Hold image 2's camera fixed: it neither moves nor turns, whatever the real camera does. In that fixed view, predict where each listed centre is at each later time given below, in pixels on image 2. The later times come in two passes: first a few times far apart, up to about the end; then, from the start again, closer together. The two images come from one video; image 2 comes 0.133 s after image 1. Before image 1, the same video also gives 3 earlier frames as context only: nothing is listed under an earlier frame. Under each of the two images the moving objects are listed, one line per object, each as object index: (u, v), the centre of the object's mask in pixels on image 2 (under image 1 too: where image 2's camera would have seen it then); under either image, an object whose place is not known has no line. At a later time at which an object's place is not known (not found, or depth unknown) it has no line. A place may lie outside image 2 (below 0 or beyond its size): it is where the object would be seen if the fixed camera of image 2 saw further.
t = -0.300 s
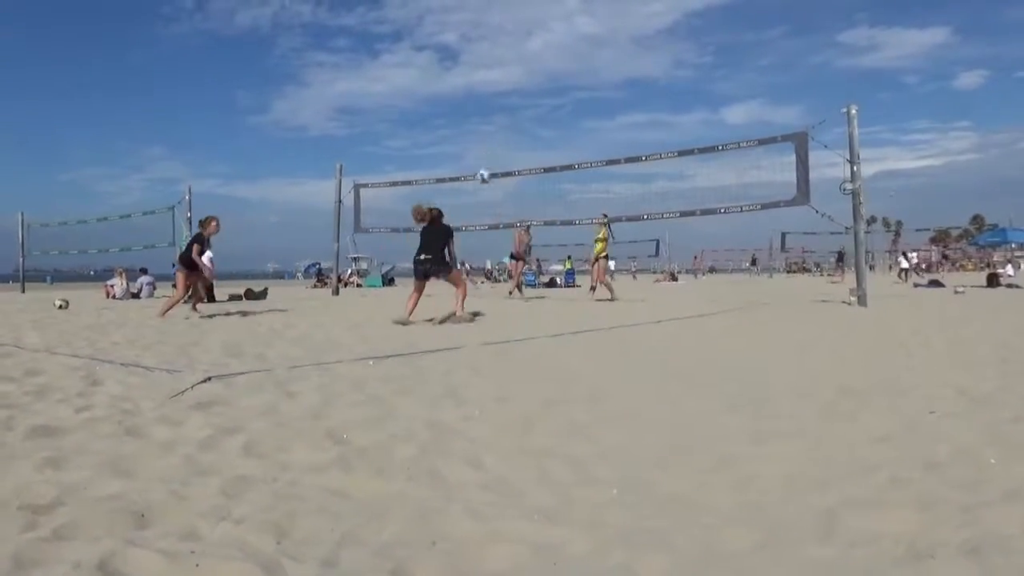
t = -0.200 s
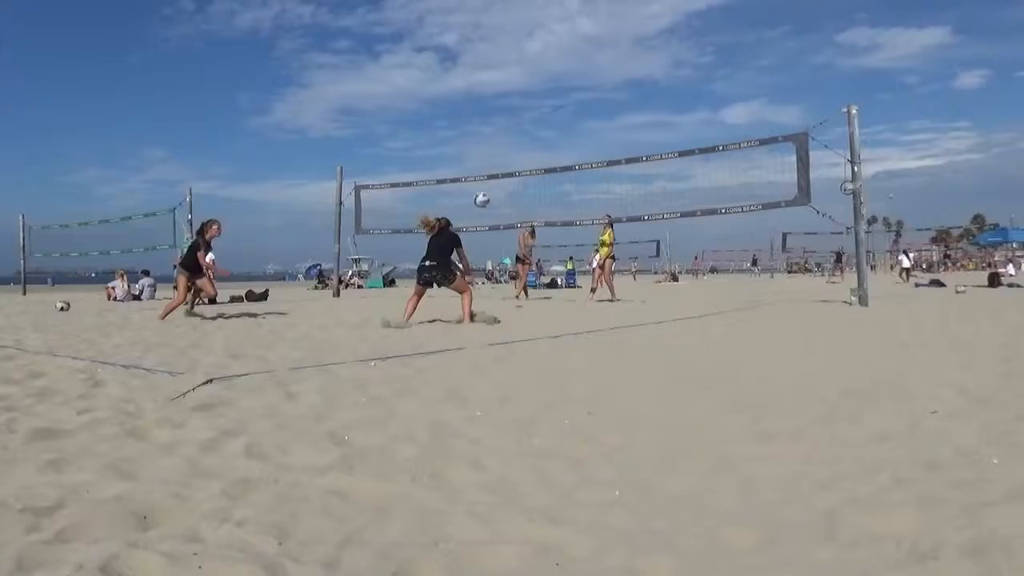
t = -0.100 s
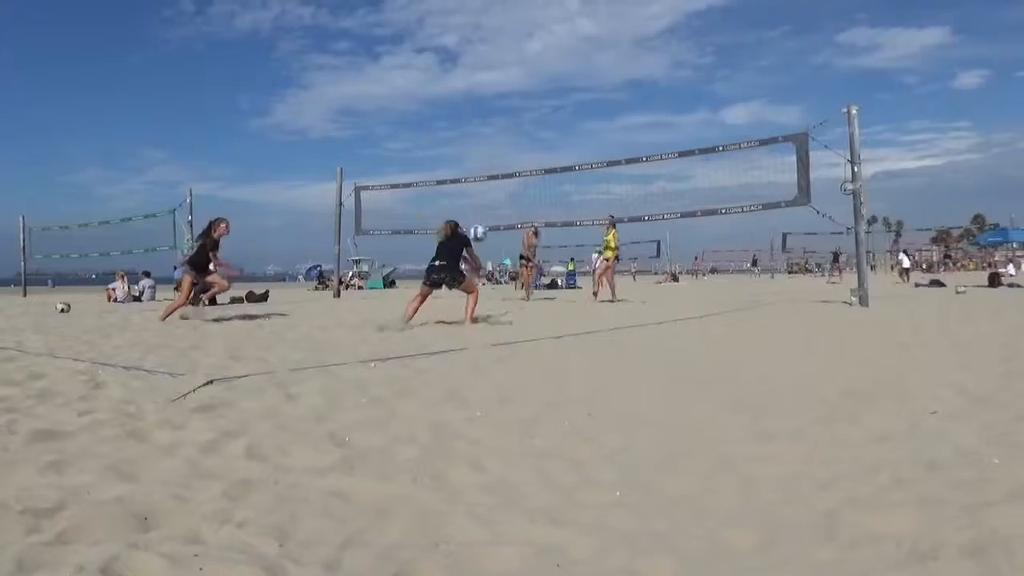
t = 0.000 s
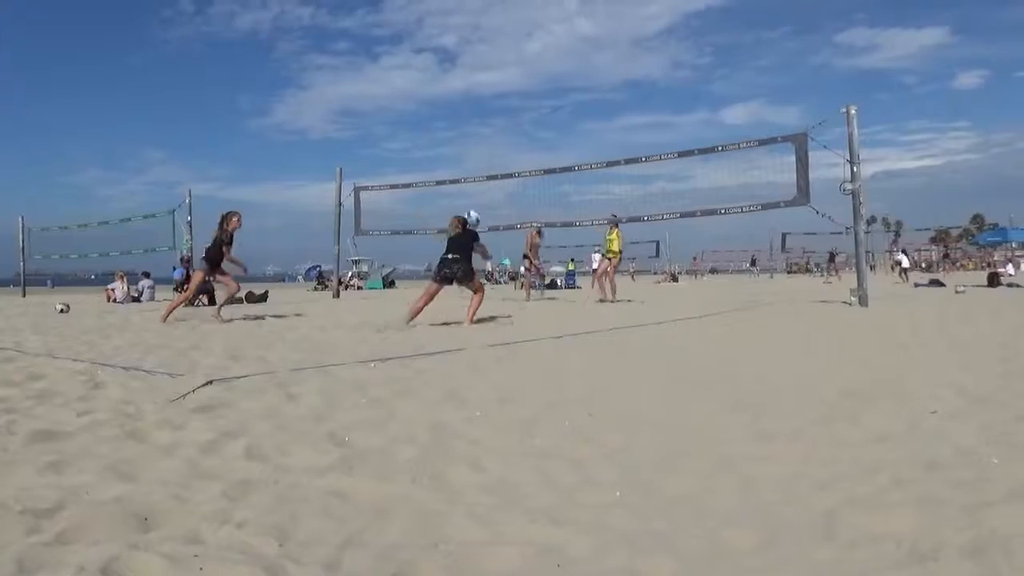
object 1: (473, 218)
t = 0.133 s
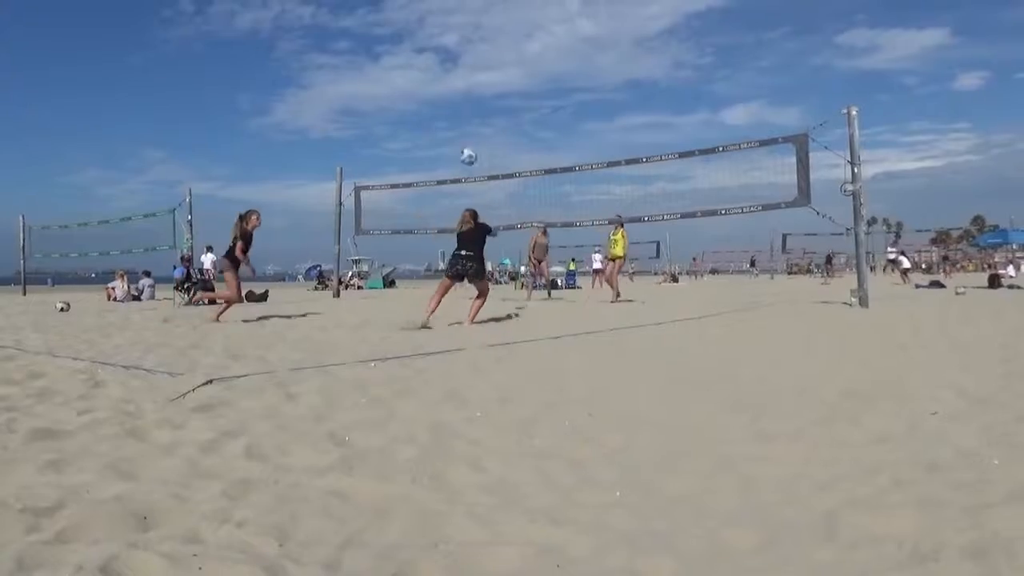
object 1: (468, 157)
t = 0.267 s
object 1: (466, 110)
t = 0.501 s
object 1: (463, 65)
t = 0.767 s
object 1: (463, 67)
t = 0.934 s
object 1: (465, 93)
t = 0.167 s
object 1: (467, 144)
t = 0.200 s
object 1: (468, 131)
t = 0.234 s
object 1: (466, 120)
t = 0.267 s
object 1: (466, 110)
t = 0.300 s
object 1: (464, 101)
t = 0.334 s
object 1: (464, 93)
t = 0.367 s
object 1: (465, 86)
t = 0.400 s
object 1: (464, 79)
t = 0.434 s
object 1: (464, 74)
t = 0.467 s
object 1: (464, 69)
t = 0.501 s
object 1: (463, 65)
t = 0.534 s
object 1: (463, 63)
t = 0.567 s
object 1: (463, 61)
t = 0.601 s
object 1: (462, 60)
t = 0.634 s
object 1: (462, 60)
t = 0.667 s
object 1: (462, 60)
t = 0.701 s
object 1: (462, 62)
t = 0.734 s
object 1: (463, 64)
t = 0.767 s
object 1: (463, 67)
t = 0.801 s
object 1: (463, 71)
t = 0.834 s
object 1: (464, 76)
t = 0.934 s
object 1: (465, 93)
